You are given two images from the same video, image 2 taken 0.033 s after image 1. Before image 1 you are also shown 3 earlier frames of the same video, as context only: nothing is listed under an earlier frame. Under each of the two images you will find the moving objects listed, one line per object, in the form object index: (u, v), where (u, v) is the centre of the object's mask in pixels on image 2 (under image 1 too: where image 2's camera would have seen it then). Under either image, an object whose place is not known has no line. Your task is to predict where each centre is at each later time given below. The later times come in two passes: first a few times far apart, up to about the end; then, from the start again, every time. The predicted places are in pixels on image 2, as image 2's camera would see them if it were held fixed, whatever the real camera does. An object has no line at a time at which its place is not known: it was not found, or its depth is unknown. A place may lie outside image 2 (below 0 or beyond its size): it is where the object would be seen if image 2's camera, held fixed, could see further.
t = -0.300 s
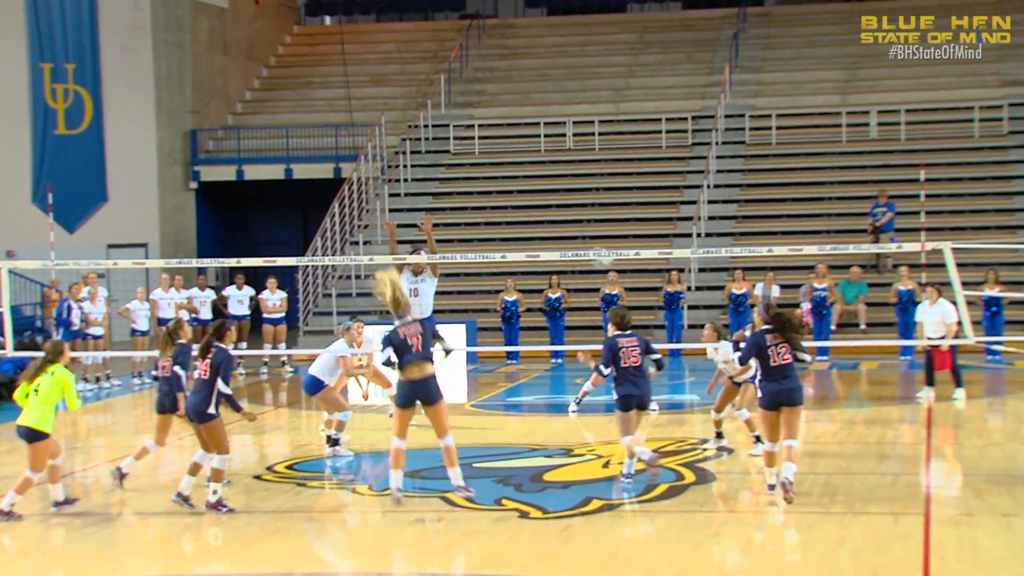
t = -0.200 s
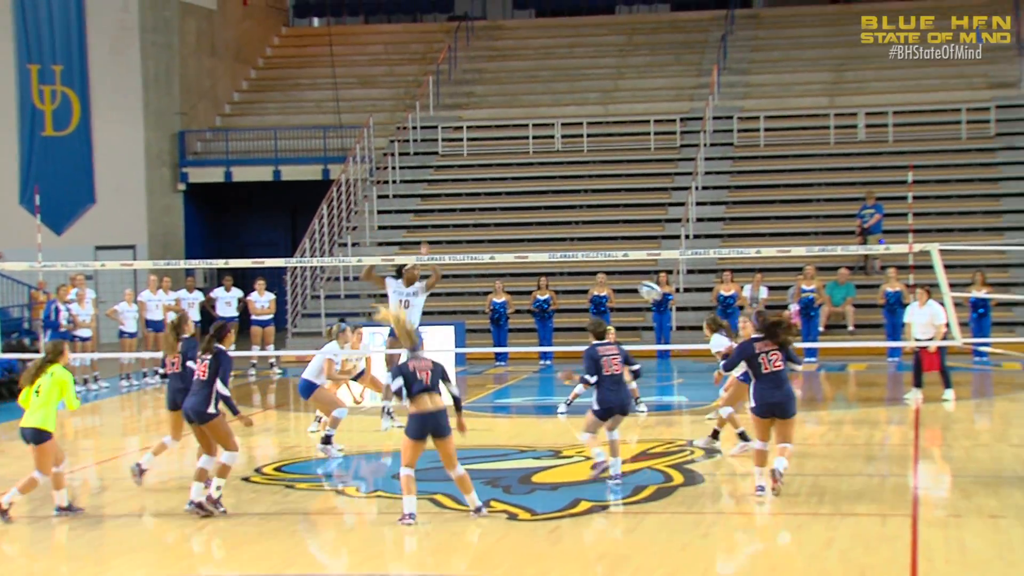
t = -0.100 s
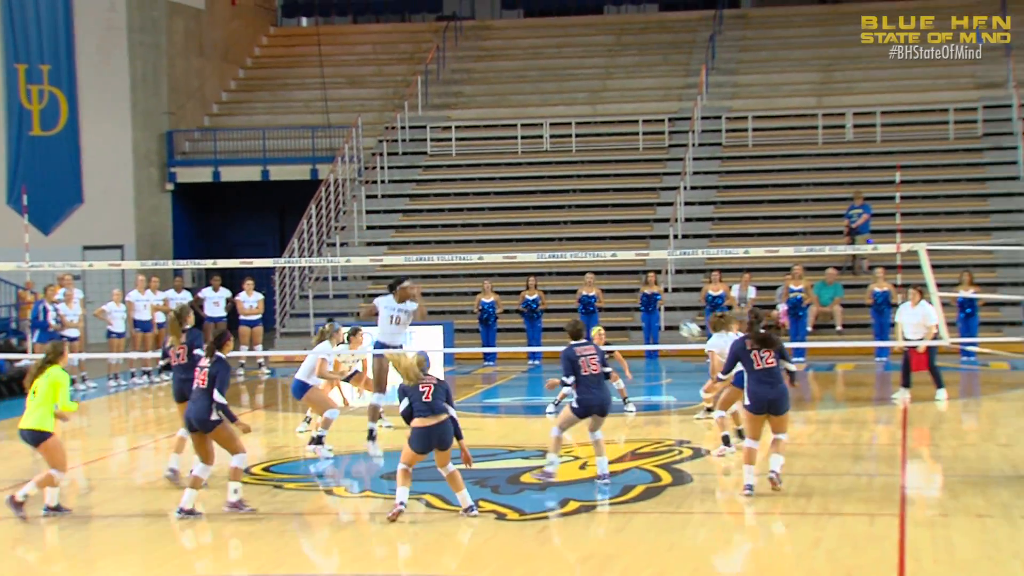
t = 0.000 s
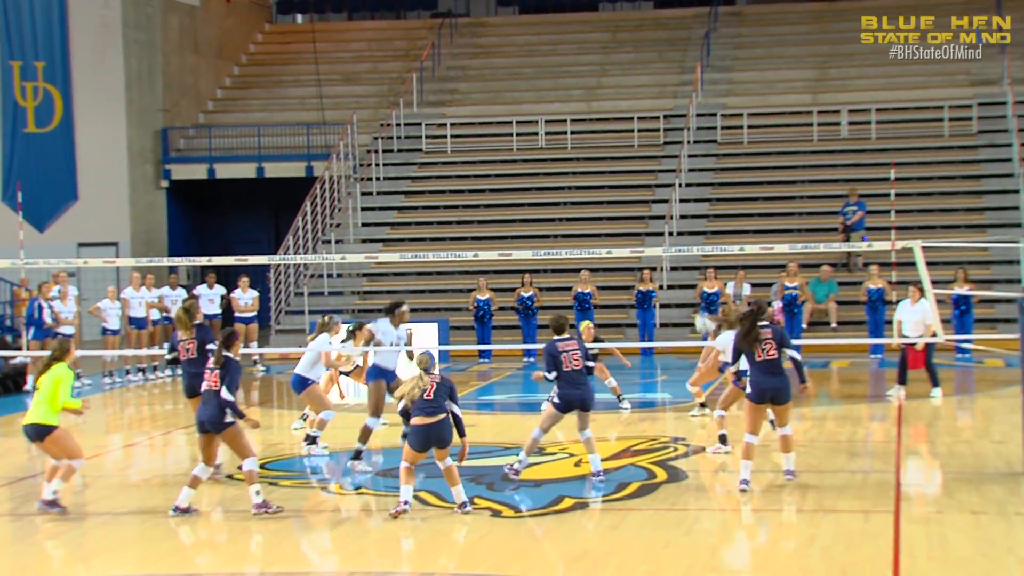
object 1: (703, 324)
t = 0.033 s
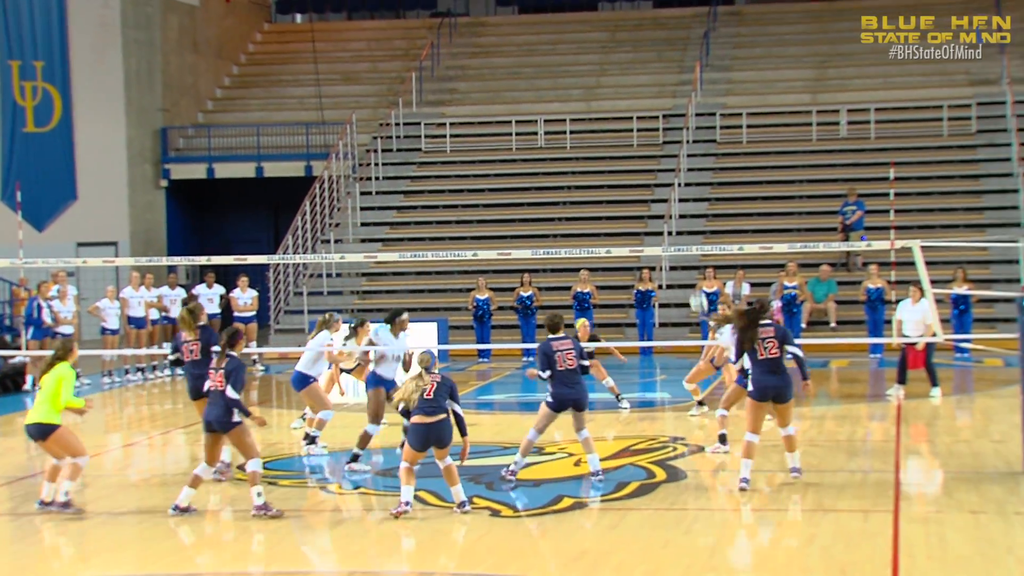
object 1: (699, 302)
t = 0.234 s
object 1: (674, 197)
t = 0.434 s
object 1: (652, 122)
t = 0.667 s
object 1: (627, 72)
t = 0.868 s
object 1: (608, 63)
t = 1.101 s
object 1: (583, 96)
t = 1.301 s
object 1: (562, 163)
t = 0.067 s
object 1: (694, 283)
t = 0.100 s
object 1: (690, 265)
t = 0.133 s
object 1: (686, 242)
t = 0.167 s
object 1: (682, 229)
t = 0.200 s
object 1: (678, 213)
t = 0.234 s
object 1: (674, 197)
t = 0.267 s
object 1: (671, 183)
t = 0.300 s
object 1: (667, 169)
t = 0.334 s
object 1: (663, 156)
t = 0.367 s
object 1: (660, 144)
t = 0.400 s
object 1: (656, 132)
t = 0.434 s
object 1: (652, 122)
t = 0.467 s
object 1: (649, 112)
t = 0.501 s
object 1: (645, 103)
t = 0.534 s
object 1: (641, 95)
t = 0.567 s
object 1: (638, 88)
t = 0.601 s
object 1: (634, 82)
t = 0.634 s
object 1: (631, 76)
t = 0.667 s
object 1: (627, 72)
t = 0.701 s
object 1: (624, 68)
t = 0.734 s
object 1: (621, 65)
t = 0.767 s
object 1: (617, 64)
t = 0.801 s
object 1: (614, 62)
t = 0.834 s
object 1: (611, 62)
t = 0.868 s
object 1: (608, 63)
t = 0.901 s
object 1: (604, 65)
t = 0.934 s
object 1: (601, 68)
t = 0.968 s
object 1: (597, 71)
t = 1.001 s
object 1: (594, 76)
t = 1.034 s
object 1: (590, 81)
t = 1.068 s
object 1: (586, 88)
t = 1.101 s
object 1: (583, 96)
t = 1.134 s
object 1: (579, 104)
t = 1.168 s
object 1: (575, 114)
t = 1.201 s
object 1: (572, 124)
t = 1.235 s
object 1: (568, 136)
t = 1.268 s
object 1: (565, 150)
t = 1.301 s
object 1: (562, 163)
